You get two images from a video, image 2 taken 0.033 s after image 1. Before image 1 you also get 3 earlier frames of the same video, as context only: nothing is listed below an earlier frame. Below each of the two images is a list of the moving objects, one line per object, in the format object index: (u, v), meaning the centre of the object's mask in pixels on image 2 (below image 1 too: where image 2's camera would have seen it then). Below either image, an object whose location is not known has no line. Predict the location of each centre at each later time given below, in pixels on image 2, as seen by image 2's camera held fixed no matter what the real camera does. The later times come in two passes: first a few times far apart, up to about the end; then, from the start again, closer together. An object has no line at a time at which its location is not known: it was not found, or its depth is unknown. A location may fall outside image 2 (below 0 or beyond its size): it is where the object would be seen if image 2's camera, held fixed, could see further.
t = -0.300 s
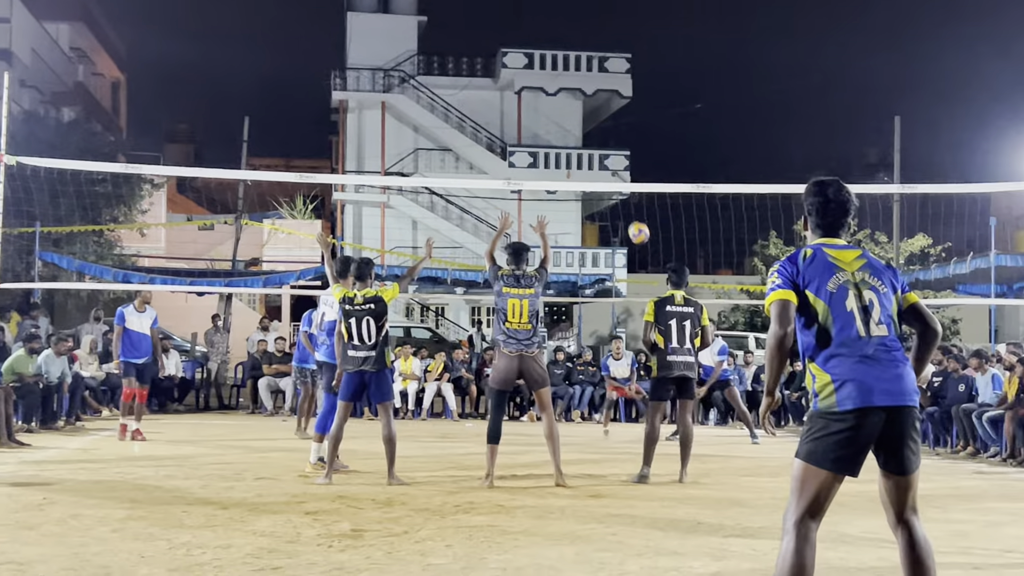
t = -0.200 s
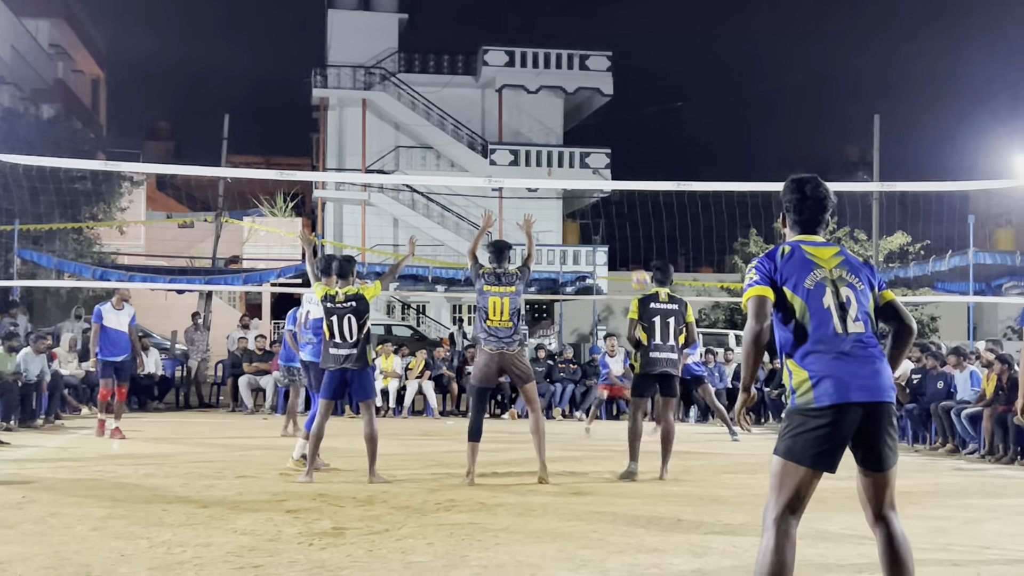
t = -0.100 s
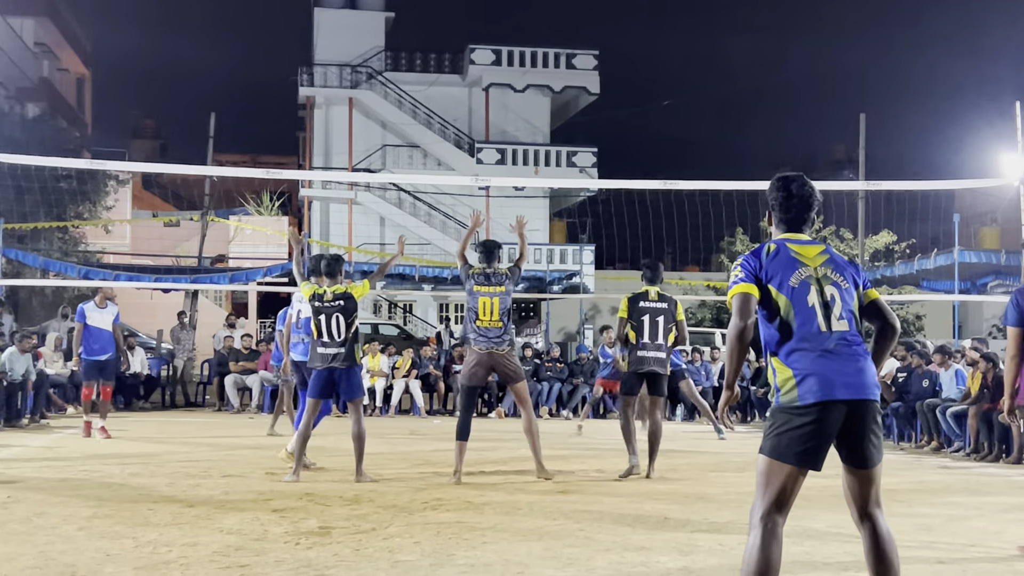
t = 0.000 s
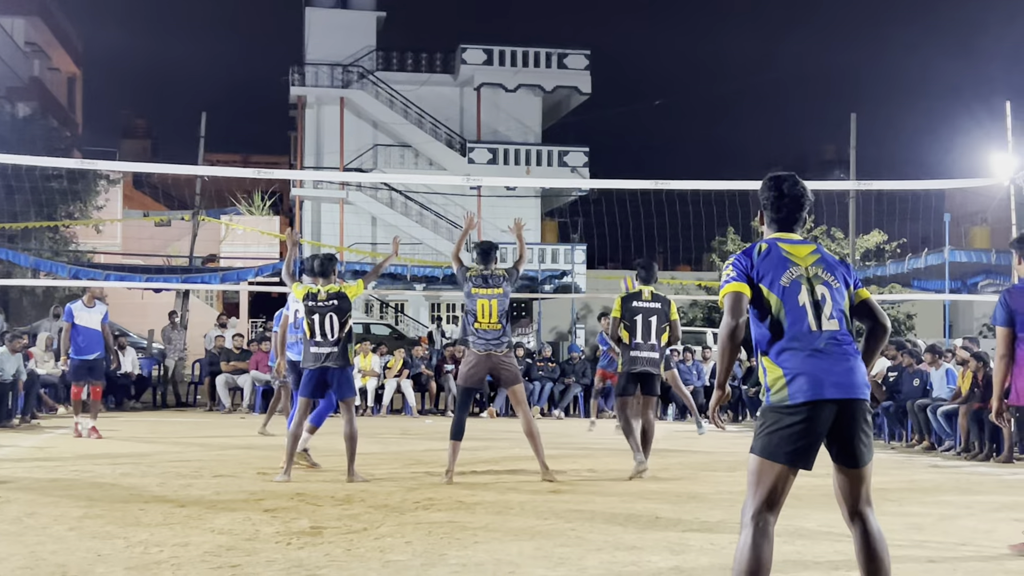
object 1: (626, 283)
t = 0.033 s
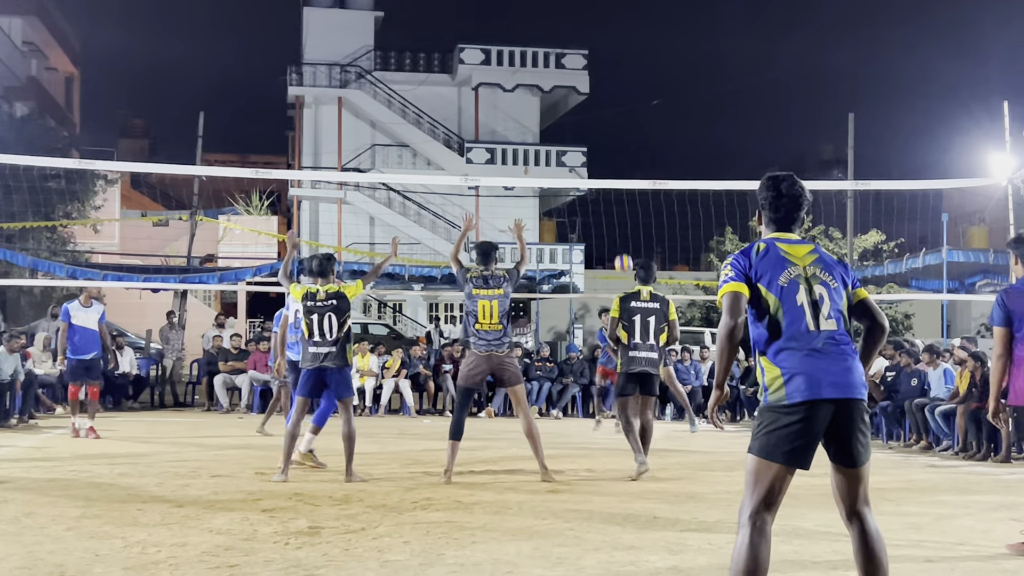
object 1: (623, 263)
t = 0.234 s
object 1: (598, 151)
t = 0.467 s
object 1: (569, 51)
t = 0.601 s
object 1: (550, 12)
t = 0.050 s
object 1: (621, 254)
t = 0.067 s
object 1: (619, 244)
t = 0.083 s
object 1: (617, 233)
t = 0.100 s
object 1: (615, 223)
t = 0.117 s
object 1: (613, 214)
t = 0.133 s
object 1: (611, 204)
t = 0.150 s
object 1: (608, 197)
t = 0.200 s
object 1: (602, 167)
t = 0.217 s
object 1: (601, 159)
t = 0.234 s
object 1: (598, 151)
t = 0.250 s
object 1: (596, 143)
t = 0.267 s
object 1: (594, 135)
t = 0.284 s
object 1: (592, 126)
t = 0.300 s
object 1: (590, 119)
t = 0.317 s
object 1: (587, 111)
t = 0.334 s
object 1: (585, 104)
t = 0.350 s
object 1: (583, 97)
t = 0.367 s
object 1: (581, 90)
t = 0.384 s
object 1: (579, 83)
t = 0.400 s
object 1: (577, 77)
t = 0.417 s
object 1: (575, 69)
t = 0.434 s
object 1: (573, 63)
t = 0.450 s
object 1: (570, 58)
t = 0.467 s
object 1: (569, 51)
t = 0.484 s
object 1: (566, 45)
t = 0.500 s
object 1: (564, 40)
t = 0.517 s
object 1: (562, 35)
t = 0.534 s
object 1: (560, 30)
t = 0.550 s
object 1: (558, 25)
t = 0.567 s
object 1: (555, 21)
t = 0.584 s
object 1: (553, 16)
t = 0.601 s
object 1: (550, 12)
